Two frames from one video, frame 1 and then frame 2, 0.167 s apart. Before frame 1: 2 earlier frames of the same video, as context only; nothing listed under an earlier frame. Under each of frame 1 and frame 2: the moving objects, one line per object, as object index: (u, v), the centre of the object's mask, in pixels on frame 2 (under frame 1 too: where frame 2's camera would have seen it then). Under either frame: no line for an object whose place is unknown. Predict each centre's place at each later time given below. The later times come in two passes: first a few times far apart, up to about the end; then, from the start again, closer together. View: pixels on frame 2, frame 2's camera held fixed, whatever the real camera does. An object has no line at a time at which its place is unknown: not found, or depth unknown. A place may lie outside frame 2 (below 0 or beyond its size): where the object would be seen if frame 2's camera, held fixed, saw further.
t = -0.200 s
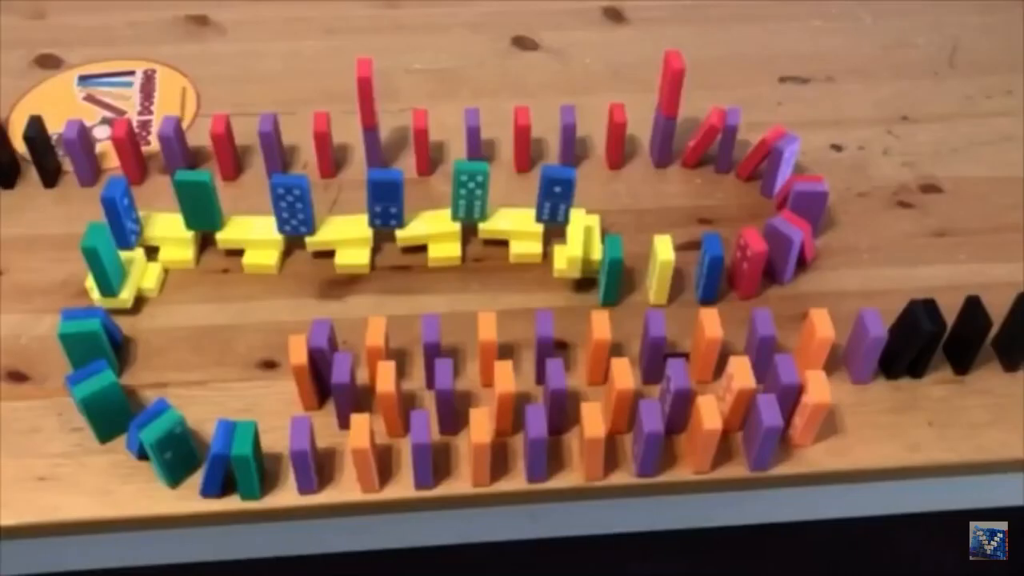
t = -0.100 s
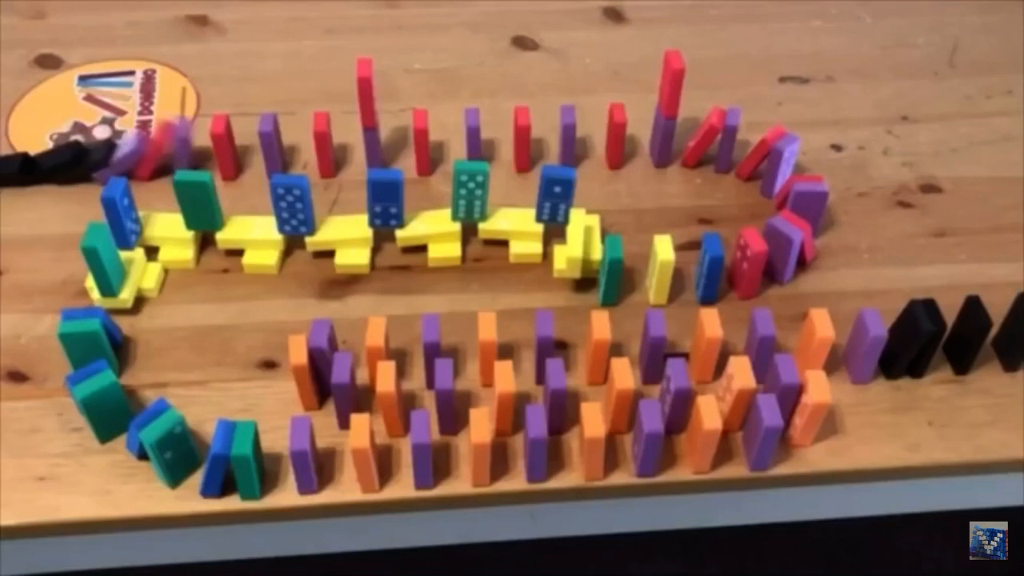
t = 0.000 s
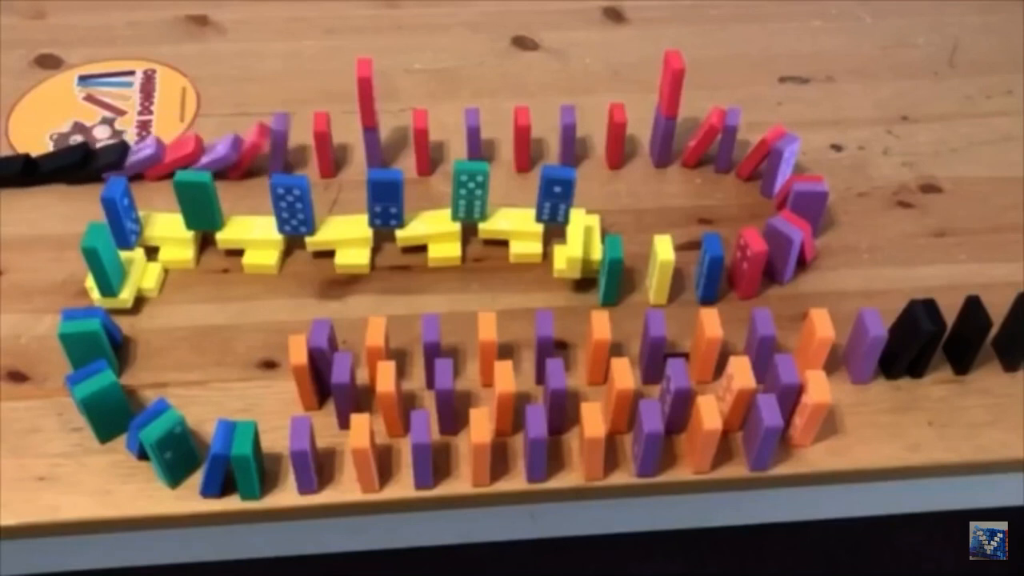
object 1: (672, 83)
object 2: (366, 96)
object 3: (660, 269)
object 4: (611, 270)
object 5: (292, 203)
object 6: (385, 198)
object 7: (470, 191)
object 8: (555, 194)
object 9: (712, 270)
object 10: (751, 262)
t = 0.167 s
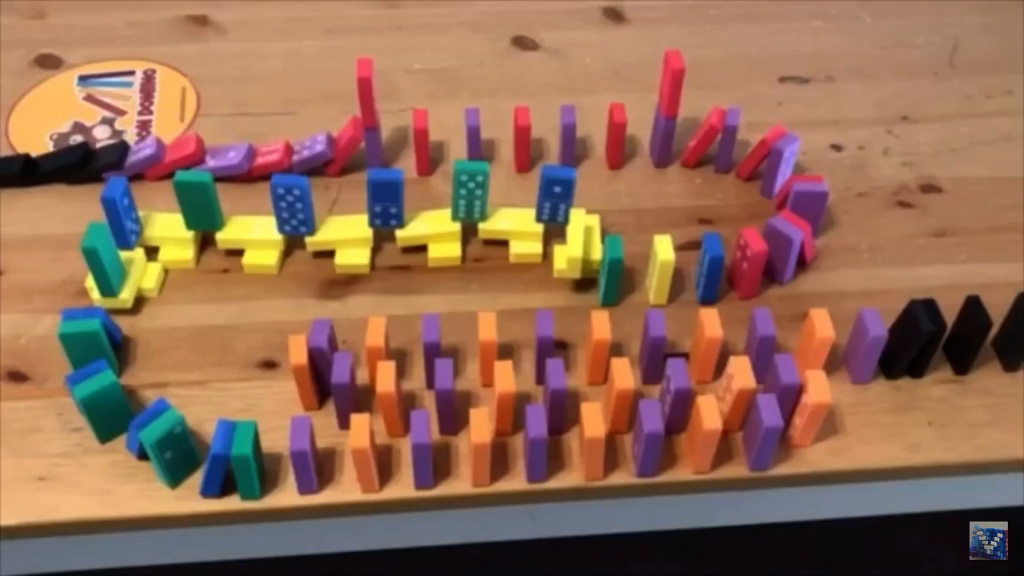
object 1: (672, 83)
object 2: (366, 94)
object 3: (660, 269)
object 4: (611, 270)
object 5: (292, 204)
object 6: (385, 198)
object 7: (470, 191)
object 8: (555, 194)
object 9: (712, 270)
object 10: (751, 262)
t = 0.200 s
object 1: (672, 83)
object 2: (368, 94)
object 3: (660, 269)
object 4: (611, 270)
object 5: (292, 203)
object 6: (385, 198)
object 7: (470, 191)
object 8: (555, 194)
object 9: (712, 270)
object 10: (751, 262)
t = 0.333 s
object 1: (672, 83)
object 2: (381, 94)
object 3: (660, 269)
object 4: (611, 270)
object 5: (292, 204)
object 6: (385, 198)
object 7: (470, 191)
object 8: (555, 194)
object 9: (712, 270)
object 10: (751, 262)
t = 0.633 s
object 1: (672, 83)
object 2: (474, 119)
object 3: (660, 270)
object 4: (611, 270)
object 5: (292, 203)
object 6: (385, 198)
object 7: (470, 191)
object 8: (555, 195)
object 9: (712, 270)
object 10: (751, 262)
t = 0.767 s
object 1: (672, 83)
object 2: (503, 136)
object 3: (660, 270)
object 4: (611, 270)
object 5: (292, 203)
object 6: (385, 198)
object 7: (470, 191)
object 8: (555, 195)
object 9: (712, 270)
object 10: (751, 262)
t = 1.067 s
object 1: (682, 83)
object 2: (507, 139)
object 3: (660, 269)
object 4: (611, 270)
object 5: (292, 203)
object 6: (385, 198)
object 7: (470, 191)
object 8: (555, 195)
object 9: (712, 270)
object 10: (751, 262)
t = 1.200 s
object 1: (706, 86)
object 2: (507, 139)
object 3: (660, 270)
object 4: (611, 270)
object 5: (292, 203)
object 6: (385, 198)
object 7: (470, 191)
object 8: (555, 194)
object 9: (712, 270)
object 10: (751, 262)
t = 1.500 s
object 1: (818, 108)
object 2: (507, 139)
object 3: (660, 269)
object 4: (611, 270)
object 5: (292, 203)
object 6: (385, 198)
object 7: (470, 191)
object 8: (555, 195)
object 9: (712, 270)
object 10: (751, 262)
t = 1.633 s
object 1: (823, 112)
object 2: (507, 139)
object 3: (660, 270)
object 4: (611, 270)
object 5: (292, 203)
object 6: (385, 198)
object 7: (470, 191)
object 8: (555, 194)
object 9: (712, 270)
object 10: (751, 262)
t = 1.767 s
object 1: (823, 113)
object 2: (507, 139)
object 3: (660, 270)
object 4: (611, 270)
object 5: (292, 203)
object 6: (385, 198)
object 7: (470, 191)
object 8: (555, 194)
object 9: (711, 269)
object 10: (748, 264)
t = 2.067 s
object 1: (823, 113)
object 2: (507, 139)
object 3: (642, 270)
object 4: (610, 270)
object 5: (292, 203)
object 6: (385, 198)
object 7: (470, 191)
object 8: (555, 194)
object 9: (675, 278)
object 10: (711, 278)
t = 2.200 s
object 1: (823, 113)
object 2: (507, 139)
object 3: (625, 275)
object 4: (591, 270)
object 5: (292, 203)
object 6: (385, 198)
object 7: (470, 191)
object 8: (555, 193)
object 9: (668, 281)
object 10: (705, 280)
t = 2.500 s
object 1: (822, 113)
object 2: (507, 139)
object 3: (615, 282)
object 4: (562, 296)
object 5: (293, 204)
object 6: (388, 198)
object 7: (472, 191)
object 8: (575, 197)
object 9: (665, 284)
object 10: (704, 280)
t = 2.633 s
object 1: (822, 113)
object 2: (507, 139)
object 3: (615, 287)
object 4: (561, 296)
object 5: (294, 204)
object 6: (397, 204)
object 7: (486, 198)
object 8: (611, 198)
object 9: (665, 284)
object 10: (705, 281)
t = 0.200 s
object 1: (672, 83)
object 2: (368, 94)
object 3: (660, 269)
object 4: (611, 270)
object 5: (292, 203)
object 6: (385, 198)
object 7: (470, 191)
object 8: (555, 194)
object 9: (712, 270)
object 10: (751, 262)
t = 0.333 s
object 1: (672, 83)
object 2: (381, 94)
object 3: (660, 269)
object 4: (611, 270)
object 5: (292, 204)
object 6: (385, 198)
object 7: (470, 191)
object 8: (555, 194)
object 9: (712, 270)
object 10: (751, 262)
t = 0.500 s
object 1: (672, 83)
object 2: (433, 108)
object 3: (660, 270)
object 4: (611, 270)
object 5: (292, 203)
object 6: (385, 198)
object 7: (470, 191)
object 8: (555, 194)
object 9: (712, 270)
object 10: (751, 262)
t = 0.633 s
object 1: (672, 83)
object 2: (474, 119)
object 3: (660, 270)
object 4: (611, 270)
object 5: (292, 203)
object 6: (385, 198)
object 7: (470, 191)
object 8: (555, 195)
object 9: (712, 270)
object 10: (751, 262)
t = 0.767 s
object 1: (672, 83)
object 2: (503, 136)
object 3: (660, 270)
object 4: (611, 270)
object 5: (292, 203)
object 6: (385, 198)
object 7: (470, 191)
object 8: (555, 195)
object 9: (712, 270)
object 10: (751, 262)
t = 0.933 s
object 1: (673, 83)
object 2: (507, 139)
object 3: (660, 269)
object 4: (611, 270)
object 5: (292, 203)
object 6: (385, 198)
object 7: (470, 191)
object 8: (555, 195)
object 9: (712, 270)
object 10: (751, 262)
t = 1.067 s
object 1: (682, 83)
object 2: (507, 139)
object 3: (660, 269)
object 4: (611, 270)
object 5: (292, 203)
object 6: (385, 198)
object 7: (470, 191)
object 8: (555, 195)
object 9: (712, 270)
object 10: (751, 262)
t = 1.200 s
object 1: (706, 86)
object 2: (507, 139)
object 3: (660, 270)
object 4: (611, 270)
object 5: (292, 203)
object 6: (385, 198)
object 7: (470, 191)
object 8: (555, 194)
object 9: (712, 270)
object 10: (751, 262)
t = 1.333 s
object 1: (759, 97)
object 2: (507, 139)
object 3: (660, 270)
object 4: (611, 270)
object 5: (292, 203)
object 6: (385, 198)
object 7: (470, 191)
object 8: (555, 195)
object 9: (712, 270)
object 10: (751, 262)
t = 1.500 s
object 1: (818, 108)
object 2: (507, 139)
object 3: (660, 269)
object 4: (611, 270)
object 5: (292, 203)
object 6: (385, 198)
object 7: (470, 191)
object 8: (555, 195)
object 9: (712, 270)
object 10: (751, 262)
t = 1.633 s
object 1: (823, 112)
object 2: (507, 139)
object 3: (660, 270)
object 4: (611, 270)
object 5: (292, 203)
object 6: (385, 198)
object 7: (470, 191)
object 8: (555, 194)
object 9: (712, 270)
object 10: (751, 262)
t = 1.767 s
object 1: (823, 113)
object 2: (507, 139)
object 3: (660, 270)
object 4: (611, 270)
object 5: (292, 203)
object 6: (385, 198)
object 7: (470, 191)
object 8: (555, 194)
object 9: (711, 269)
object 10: (748, 264)
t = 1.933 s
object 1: (822, 113)
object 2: (507, 139)
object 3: (660, 270)
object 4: (611, 270)
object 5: (292, 203)
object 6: (385, 198)
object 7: (470, 191)
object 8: (555, 194)
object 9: (703, 270)
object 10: (730, 270)
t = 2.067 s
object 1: (823, 113)
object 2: (507, 139)
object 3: (642, 270)
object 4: (610, 270)
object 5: (292, 203)
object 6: (385, 198)
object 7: (470, 191)
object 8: (555, 194)
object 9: (675, 278)
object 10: (711, 278)
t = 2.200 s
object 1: (823, 113)
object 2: (507, 139)
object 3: (625, 275)
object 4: (591, 270)
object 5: (292, 203)
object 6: (385, 198)
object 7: (470, 191)
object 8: (555, 193)
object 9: (668, 281)
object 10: (705, 280)
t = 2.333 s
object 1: (823, 113)
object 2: (507, 139)
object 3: (618, 277)
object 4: (578, 278)
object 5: (292, 203)
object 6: (385, 198)
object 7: (470, 191)
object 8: (556, 193)
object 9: (665, 282)
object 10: (705, 280)
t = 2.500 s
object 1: (822, 113)
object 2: (507, 139)
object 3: (615, 282)
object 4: (562, 296)
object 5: (293, 204)
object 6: (388, 198)
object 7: (472, 191)
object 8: (575, 197)
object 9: (665, 284)
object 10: (704, 280)
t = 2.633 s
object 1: (822, 113)
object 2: (507, 139)
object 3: (615, 287)
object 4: (561, 296)
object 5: (294, 204)
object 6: (397, 204)
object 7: (486, 198)
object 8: (611, 198)
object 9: (665, 284)
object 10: (705, 281)
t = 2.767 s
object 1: (822, 113)
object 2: (508, 139)
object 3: (615, 287)
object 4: (562, 296)
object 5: (304, 209)
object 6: (427, 209)
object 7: (498, 206)
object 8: (614, 197)
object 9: (665, 284)
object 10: (705, 281)
